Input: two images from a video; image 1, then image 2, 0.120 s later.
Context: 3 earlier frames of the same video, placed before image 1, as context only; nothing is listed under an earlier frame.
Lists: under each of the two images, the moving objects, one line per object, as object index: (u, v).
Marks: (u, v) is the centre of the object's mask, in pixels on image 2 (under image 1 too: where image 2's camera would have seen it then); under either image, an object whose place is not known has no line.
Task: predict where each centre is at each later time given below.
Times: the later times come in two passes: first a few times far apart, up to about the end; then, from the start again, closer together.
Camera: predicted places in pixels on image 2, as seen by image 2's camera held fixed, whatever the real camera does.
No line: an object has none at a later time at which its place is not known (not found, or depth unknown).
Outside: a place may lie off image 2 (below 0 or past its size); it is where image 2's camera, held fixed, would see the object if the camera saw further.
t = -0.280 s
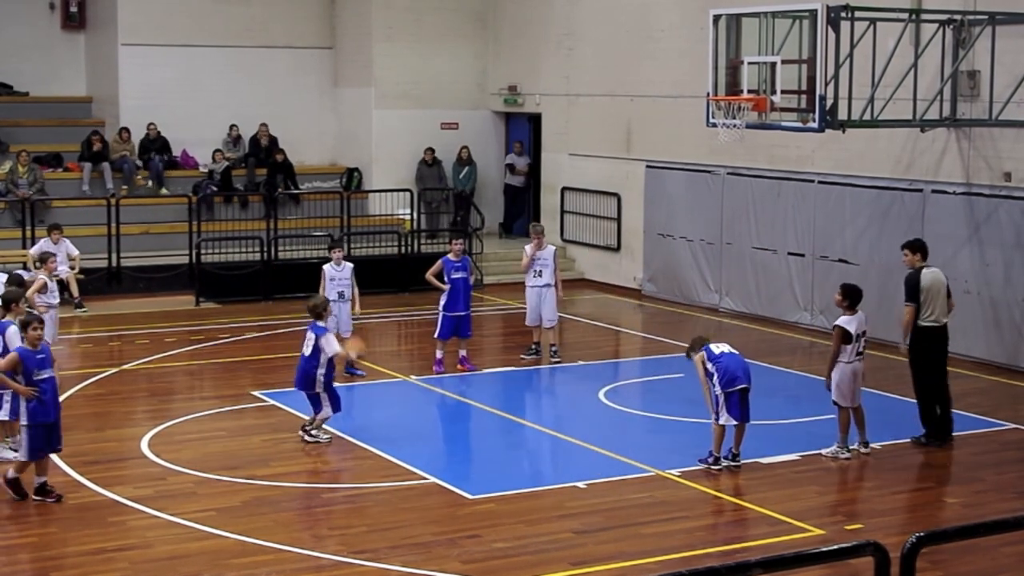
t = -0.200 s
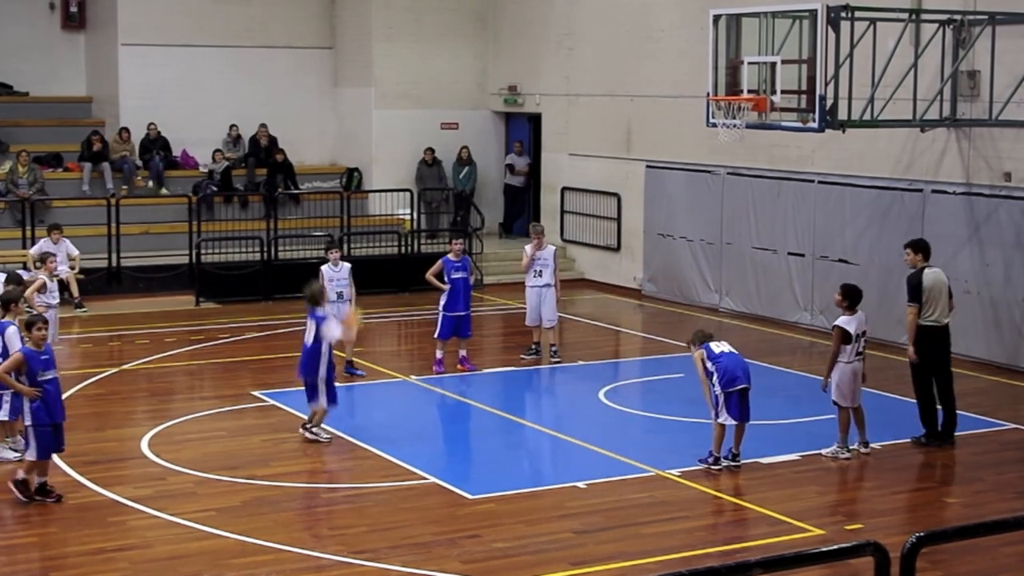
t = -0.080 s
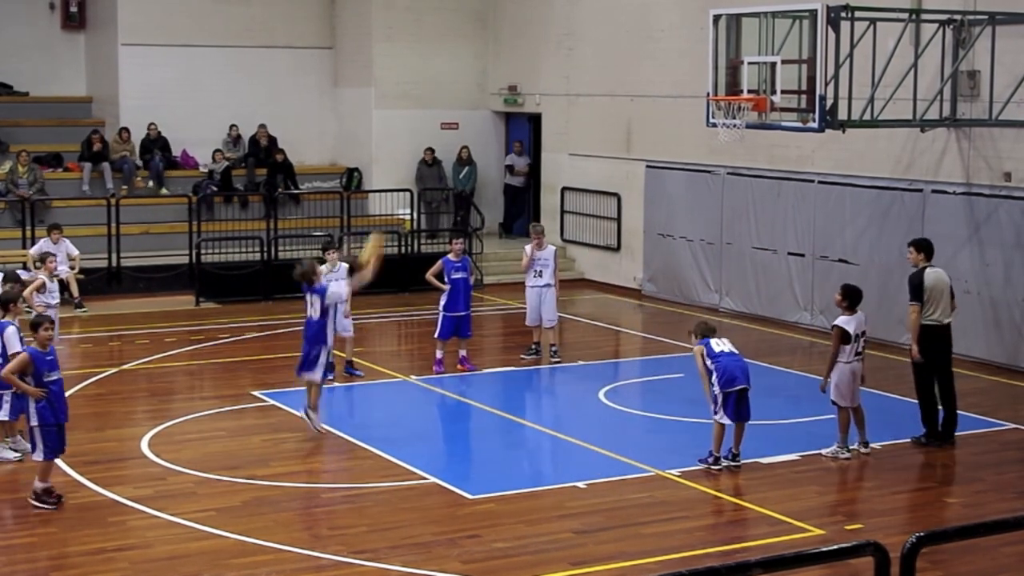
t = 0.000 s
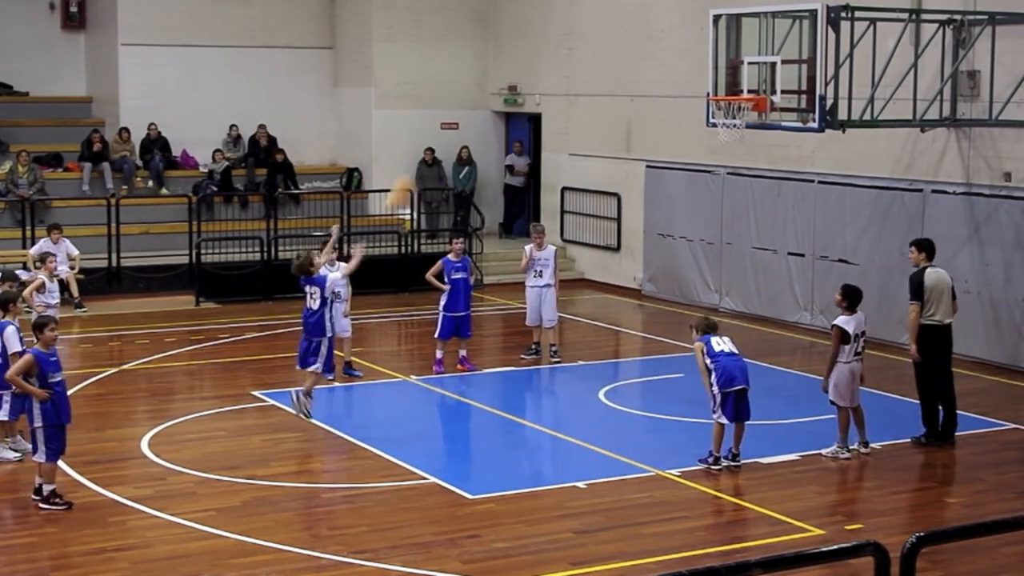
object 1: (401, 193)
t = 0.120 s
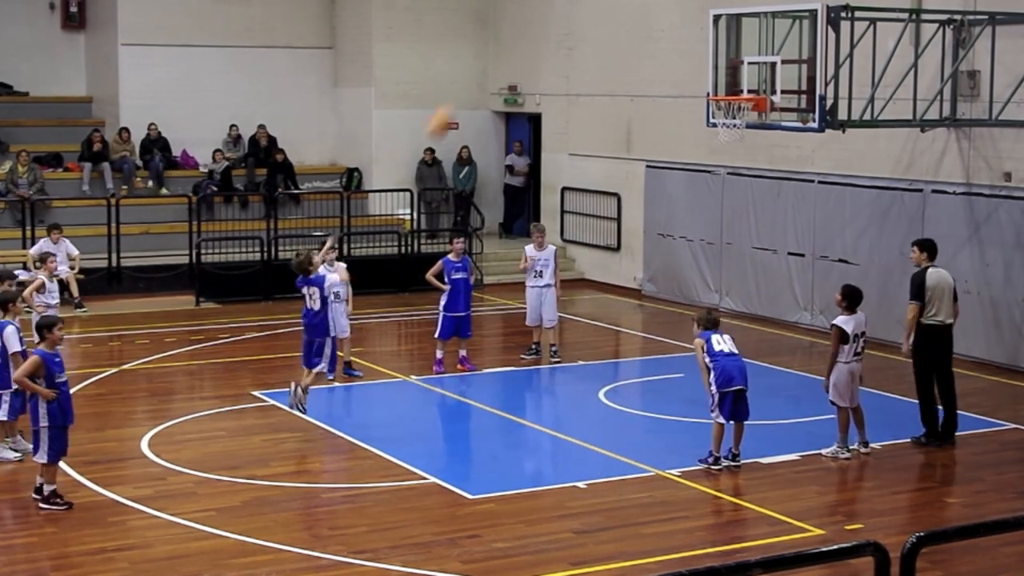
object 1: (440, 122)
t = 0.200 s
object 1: (468, 82)
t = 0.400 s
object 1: (527, 18)
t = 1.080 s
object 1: (695, 94)
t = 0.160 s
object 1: (454, 100)
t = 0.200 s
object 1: (468, 82)
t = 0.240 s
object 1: (480, 65)
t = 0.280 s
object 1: (492, 51)
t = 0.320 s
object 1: (504, 38)
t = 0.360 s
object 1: (516, 27)
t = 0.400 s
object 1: (527, 18)
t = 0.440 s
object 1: (539, 11)
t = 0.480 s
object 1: (550, 7)
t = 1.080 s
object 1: (695, 94)
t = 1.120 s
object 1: (685, 97)
